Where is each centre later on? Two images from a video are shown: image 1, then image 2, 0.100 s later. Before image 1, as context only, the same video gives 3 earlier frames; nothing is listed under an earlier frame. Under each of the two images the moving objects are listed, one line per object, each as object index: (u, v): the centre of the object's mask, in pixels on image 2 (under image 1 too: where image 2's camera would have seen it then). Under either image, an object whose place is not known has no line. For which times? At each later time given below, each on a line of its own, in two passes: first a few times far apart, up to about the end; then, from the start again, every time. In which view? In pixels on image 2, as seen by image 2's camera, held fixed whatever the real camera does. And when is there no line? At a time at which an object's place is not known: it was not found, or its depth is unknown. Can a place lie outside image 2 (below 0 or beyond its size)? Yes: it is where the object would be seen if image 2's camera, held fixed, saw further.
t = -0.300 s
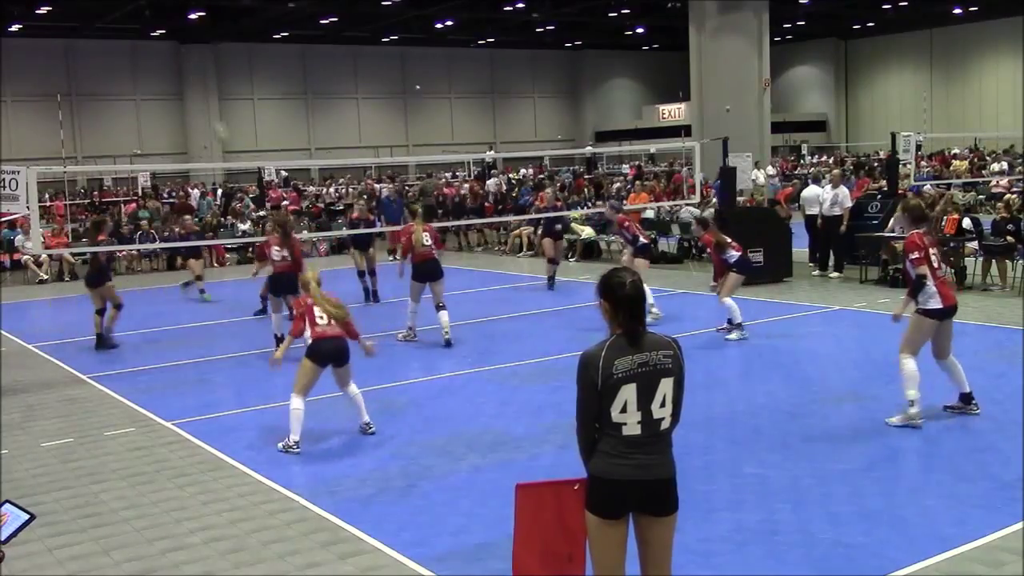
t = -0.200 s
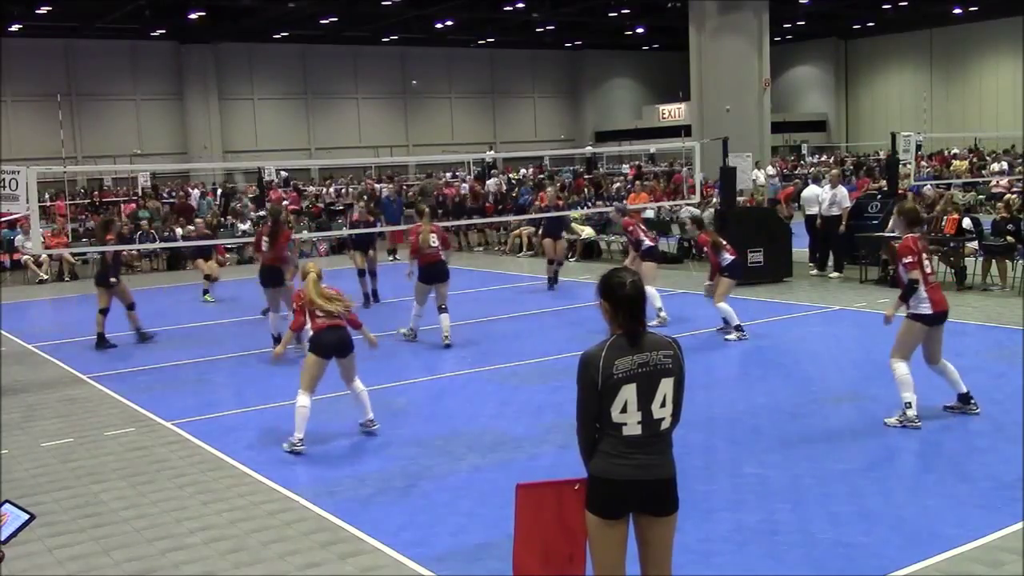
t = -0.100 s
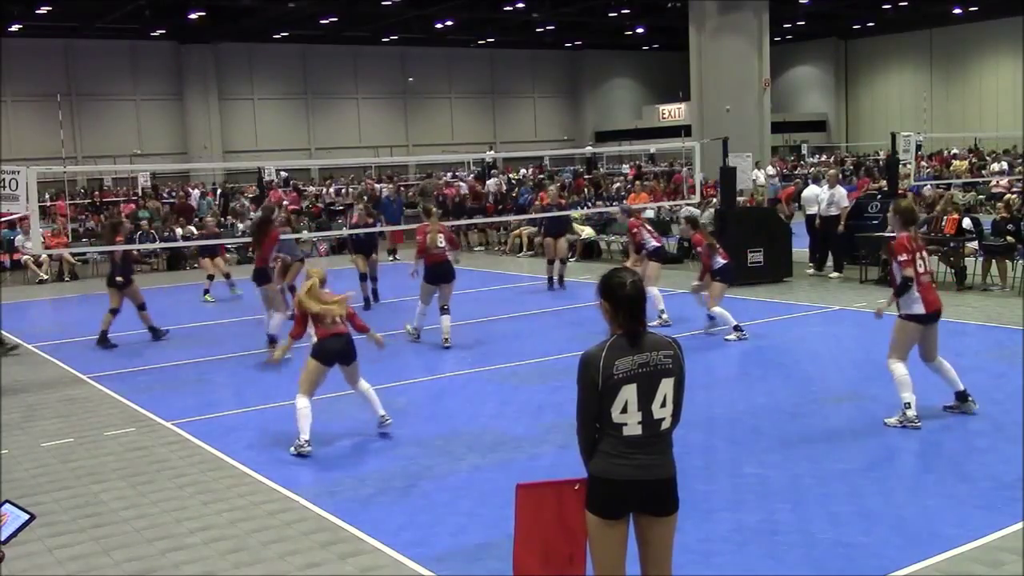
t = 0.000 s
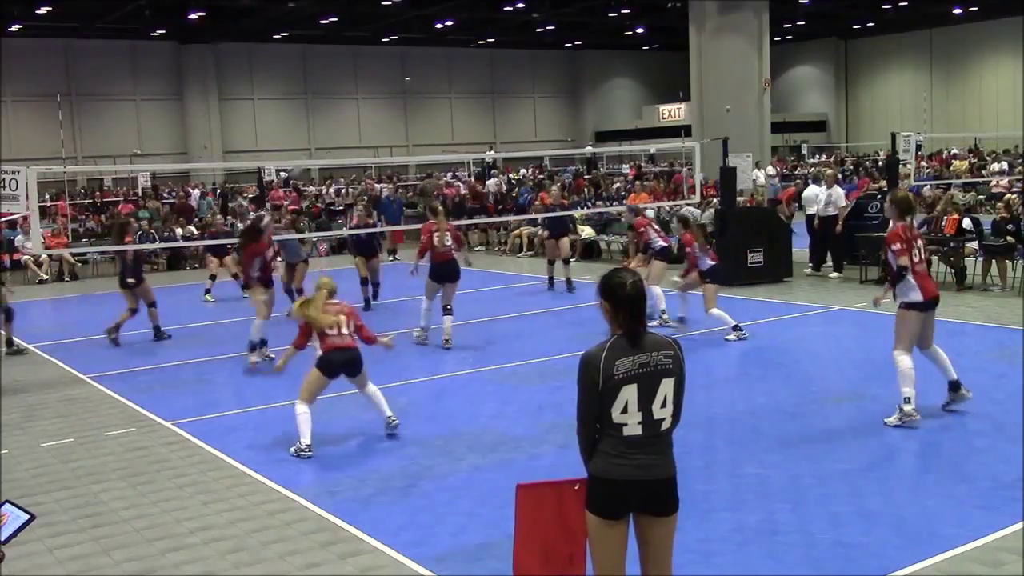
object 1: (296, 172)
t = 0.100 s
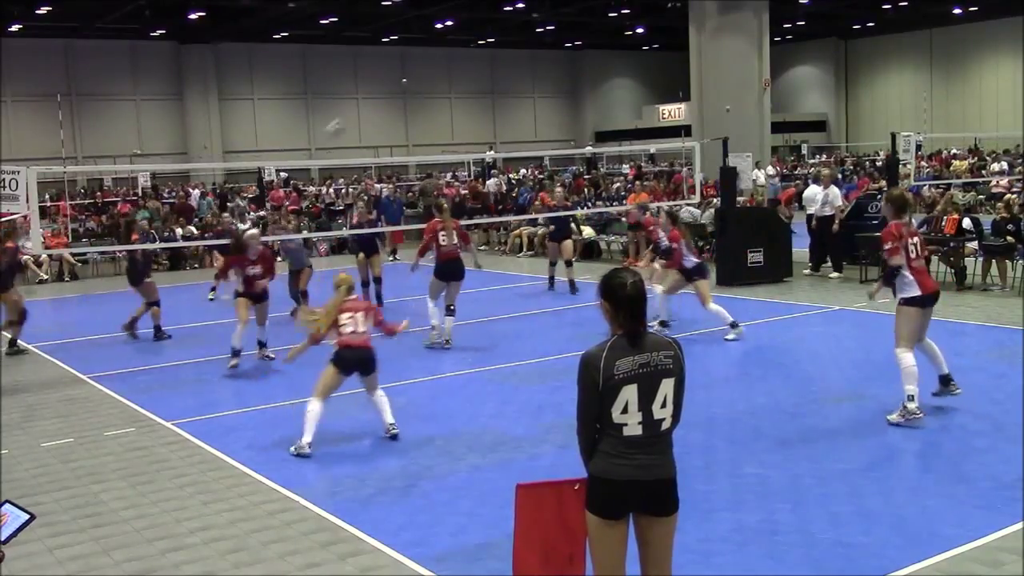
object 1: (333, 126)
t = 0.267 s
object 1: (400, 76)
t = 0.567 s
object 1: (532, 40)
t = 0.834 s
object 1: (666, 70)
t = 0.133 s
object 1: (346, 114)
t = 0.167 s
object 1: (358, 103)
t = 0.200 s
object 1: (374, 92)
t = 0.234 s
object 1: (387, 83)
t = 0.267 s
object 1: (400, 76)
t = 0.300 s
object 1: (413, 68)
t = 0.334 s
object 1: (427, 63)
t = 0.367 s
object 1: (441, 57)
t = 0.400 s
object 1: (455, 53)
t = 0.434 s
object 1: (471, 48)
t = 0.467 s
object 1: (486, 44)
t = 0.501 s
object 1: (503, 42)
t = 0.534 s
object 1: (517, 40)
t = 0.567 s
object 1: (532, 40)
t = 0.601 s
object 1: (548, 40)
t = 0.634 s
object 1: (563, 40)
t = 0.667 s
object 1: (582, 41)
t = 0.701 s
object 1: (597, 46)
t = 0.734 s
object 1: (615, 51)
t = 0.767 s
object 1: (631, 56)
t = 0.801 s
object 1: (649, 62)
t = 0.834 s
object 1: (666, 70)
